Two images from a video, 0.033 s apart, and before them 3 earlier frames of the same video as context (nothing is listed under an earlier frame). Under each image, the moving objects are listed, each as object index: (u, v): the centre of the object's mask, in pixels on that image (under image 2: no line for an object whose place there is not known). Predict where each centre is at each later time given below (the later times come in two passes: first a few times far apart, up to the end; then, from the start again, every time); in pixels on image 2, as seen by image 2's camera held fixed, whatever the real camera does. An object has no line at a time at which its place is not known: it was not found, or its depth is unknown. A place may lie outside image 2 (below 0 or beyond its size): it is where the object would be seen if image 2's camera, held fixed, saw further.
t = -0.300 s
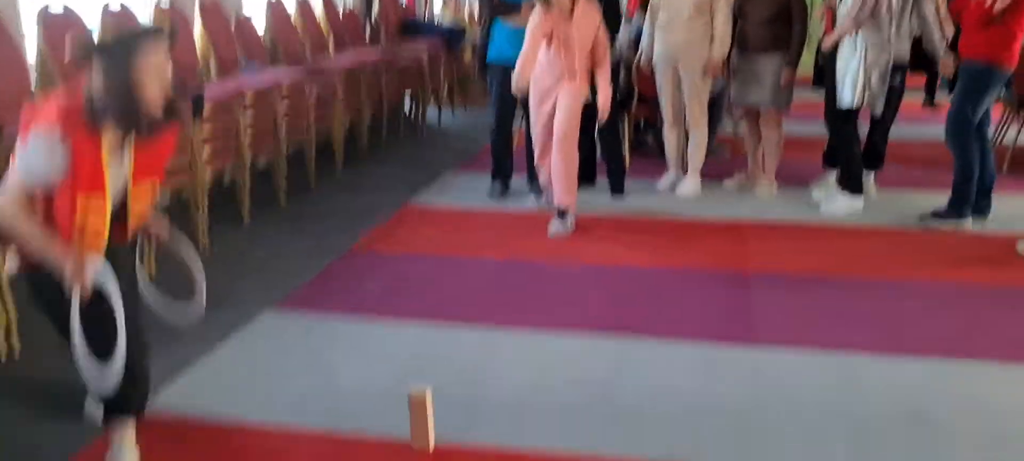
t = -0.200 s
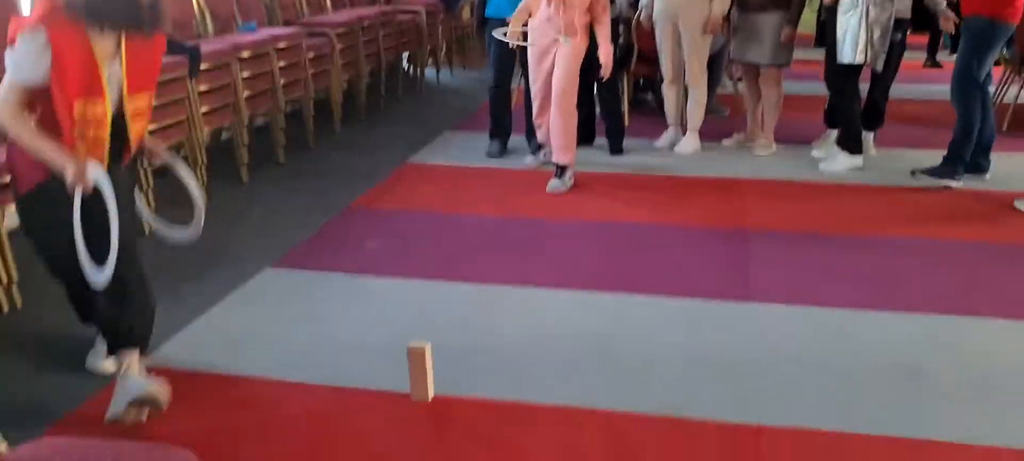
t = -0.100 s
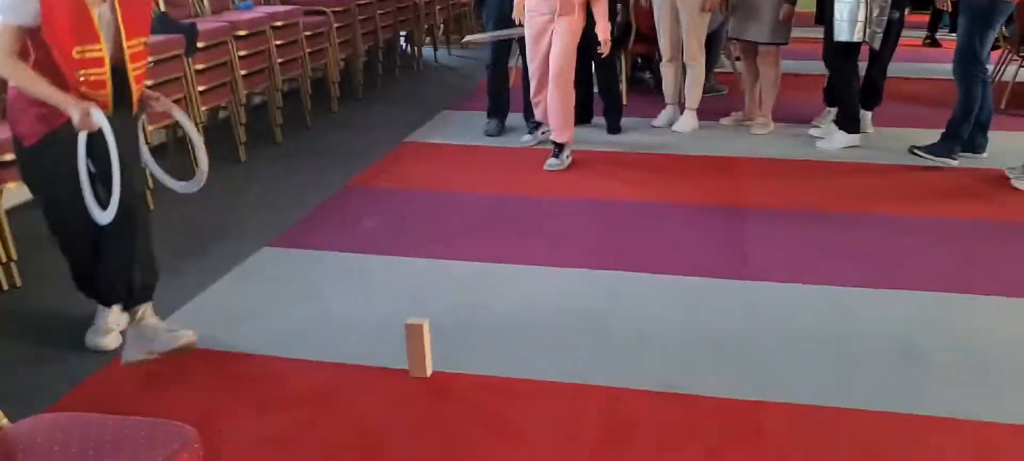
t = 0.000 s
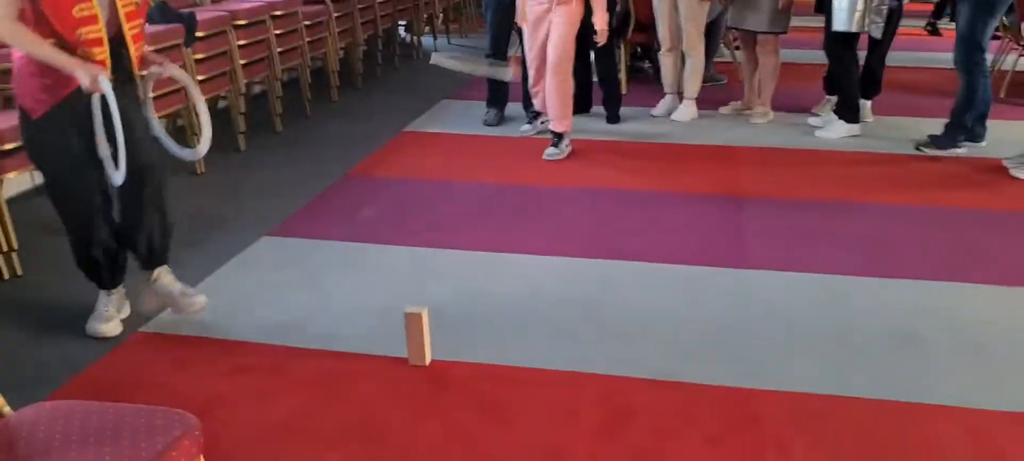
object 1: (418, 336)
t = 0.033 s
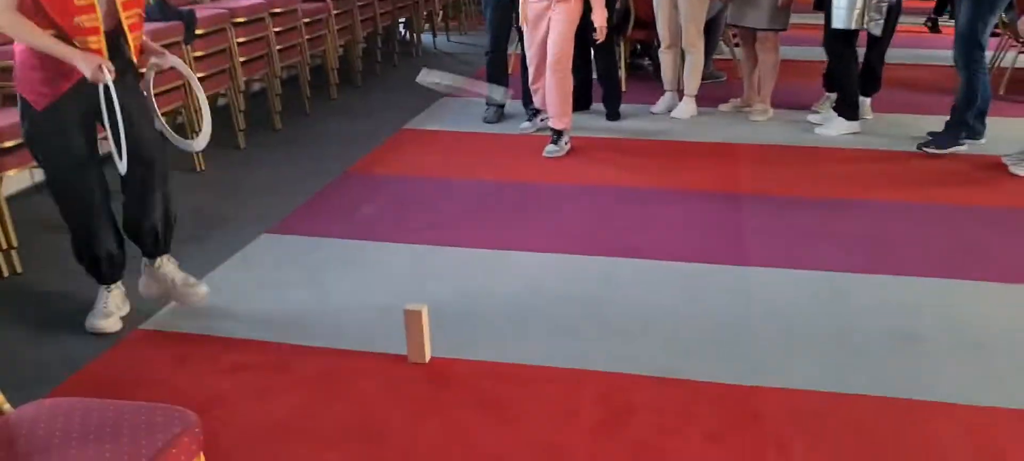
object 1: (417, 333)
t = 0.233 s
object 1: (417, 332)
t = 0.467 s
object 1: (375, 381)
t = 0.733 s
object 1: (366, 391)
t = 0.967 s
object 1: (368, 392)
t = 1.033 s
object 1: (369, 392)
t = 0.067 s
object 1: (417, 333)
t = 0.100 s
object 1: (418, 333)
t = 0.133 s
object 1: (418, 333)
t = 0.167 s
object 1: (418, 333)
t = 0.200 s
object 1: (417, 332)
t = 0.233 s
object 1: (417, 332)
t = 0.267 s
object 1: (417, 333)
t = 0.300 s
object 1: (411, 336)
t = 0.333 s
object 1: (402, 343)
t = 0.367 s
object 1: (392, 357)
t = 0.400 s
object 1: (386, 367)
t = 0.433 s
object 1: (378, 375)
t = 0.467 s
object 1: (375, 381)
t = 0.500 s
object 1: (372, 381)
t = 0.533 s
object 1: (371, 380)
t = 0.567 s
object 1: (370, 381)
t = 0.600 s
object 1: (370, 383)
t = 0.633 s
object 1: (369, 388)
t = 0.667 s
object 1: (369, 393)
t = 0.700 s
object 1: (368, 390)
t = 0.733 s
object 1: (366, 391)
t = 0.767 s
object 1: (366, 392)
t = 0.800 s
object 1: (366, 394)
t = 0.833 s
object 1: (366, 393)
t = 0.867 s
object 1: (367, 392)
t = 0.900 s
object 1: (368, 392)
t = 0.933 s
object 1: (368, 392)
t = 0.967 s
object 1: (368, 392)
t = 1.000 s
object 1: (369, 392)
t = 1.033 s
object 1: (369, 392)
